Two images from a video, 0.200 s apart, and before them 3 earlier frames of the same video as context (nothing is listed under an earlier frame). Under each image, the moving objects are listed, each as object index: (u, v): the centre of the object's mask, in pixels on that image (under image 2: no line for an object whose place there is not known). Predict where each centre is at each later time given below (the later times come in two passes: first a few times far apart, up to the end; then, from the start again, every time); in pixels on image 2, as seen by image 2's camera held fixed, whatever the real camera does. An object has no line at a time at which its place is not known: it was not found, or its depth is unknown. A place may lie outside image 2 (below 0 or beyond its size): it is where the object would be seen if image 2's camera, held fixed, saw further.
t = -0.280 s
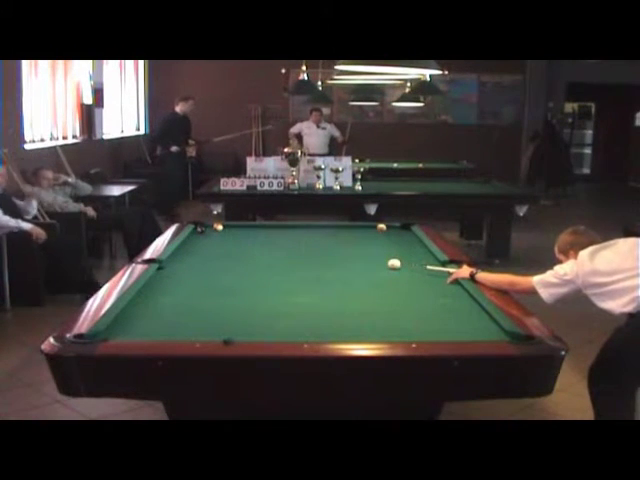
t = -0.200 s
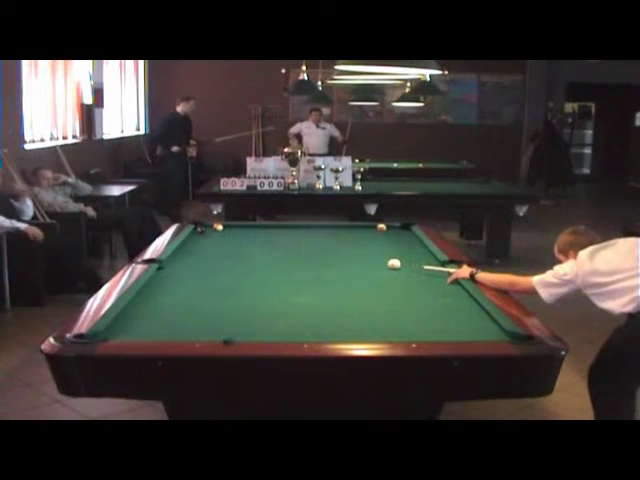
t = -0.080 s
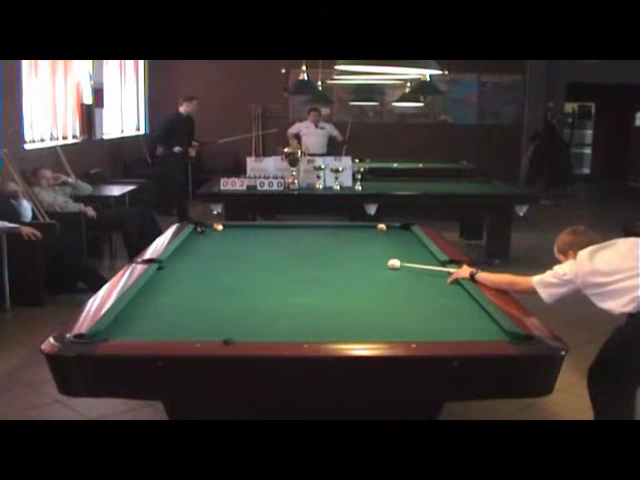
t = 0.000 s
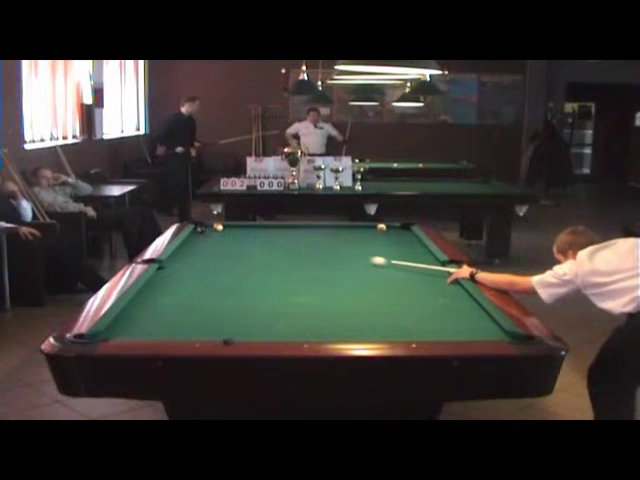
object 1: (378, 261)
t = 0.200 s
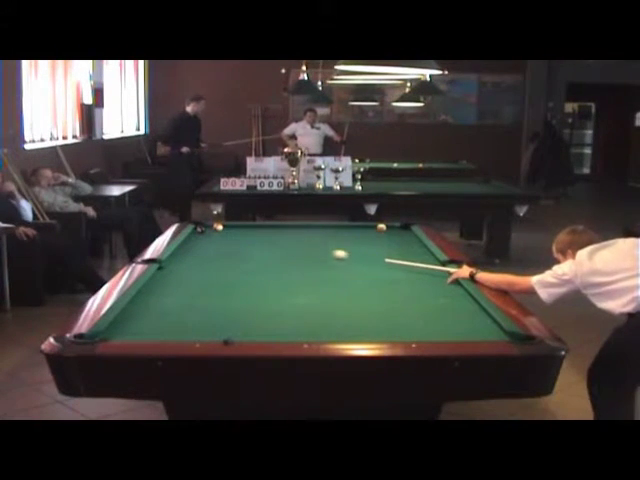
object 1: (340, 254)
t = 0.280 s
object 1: (326, 252)
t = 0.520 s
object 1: (286, 245)
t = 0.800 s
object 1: (246, 238)
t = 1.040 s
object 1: (214, 233)
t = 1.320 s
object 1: (205, 230)
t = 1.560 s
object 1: (221, 229)
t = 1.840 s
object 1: (238, 230)
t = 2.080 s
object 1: (252, 229)
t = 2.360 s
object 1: (268, 229)
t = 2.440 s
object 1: (272, 229)
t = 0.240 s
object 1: (332, 253)
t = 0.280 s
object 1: (326, 252)
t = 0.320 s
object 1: (319, 251)
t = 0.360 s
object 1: (311, 250)
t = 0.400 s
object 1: (305, 248)
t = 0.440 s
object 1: (299, 247)
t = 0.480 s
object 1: (292, 246)
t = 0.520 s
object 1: (286, 245)
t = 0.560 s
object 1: (280, 244)
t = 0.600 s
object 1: (274, 243)
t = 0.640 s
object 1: (268, 242)
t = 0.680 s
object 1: (262, 241)
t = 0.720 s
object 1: (256, 240)
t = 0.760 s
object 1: (251, 239)
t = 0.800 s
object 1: (246, 238)
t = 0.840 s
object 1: (240, 237)
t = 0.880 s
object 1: (235, 236)
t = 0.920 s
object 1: (230, 235)
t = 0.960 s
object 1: (224, 234)
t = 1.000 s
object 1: (220, 234)
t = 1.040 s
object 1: (214, 233)
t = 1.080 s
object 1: (210, 232)
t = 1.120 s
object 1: (205, 231)
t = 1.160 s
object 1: (200, 230)
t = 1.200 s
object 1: (197, 230)
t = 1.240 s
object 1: (198, 230)
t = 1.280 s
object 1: (201, 230)
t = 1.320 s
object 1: (205, 230)
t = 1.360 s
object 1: (207, 230)
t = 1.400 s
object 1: (210, 230)
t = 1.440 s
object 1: (213, 230)
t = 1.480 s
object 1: (215, 230)
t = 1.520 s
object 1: (218, 230)
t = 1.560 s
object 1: (221, 229)
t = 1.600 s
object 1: (223, 230)
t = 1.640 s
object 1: (227, 230)
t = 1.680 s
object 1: (229, 230)
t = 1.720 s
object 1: (231, 230)
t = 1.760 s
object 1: (233, 230)
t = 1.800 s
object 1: (236, 229)
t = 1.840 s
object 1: (238, 230)
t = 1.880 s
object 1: (241, 229)
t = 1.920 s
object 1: (243, 230)
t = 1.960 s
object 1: (245, 229)
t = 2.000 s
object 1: (248, 229)
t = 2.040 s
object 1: (250, 229)
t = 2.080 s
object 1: (252, 229)
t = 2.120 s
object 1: (254, 229)
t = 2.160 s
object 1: (257, 229)
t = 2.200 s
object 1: (259, 229)
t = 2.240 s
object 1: (261, 229)
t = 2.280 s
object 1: (263, 229)
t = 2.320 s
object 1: (265, 229)
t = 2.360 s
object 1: (268, 229)
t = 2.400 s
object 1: (269, 229)
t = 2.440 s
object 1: (272, 229)
